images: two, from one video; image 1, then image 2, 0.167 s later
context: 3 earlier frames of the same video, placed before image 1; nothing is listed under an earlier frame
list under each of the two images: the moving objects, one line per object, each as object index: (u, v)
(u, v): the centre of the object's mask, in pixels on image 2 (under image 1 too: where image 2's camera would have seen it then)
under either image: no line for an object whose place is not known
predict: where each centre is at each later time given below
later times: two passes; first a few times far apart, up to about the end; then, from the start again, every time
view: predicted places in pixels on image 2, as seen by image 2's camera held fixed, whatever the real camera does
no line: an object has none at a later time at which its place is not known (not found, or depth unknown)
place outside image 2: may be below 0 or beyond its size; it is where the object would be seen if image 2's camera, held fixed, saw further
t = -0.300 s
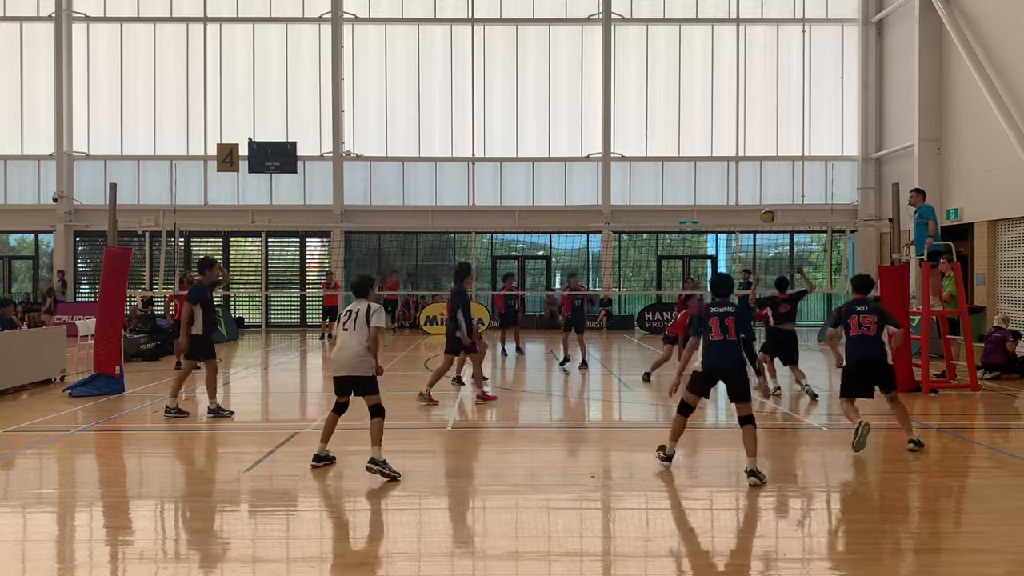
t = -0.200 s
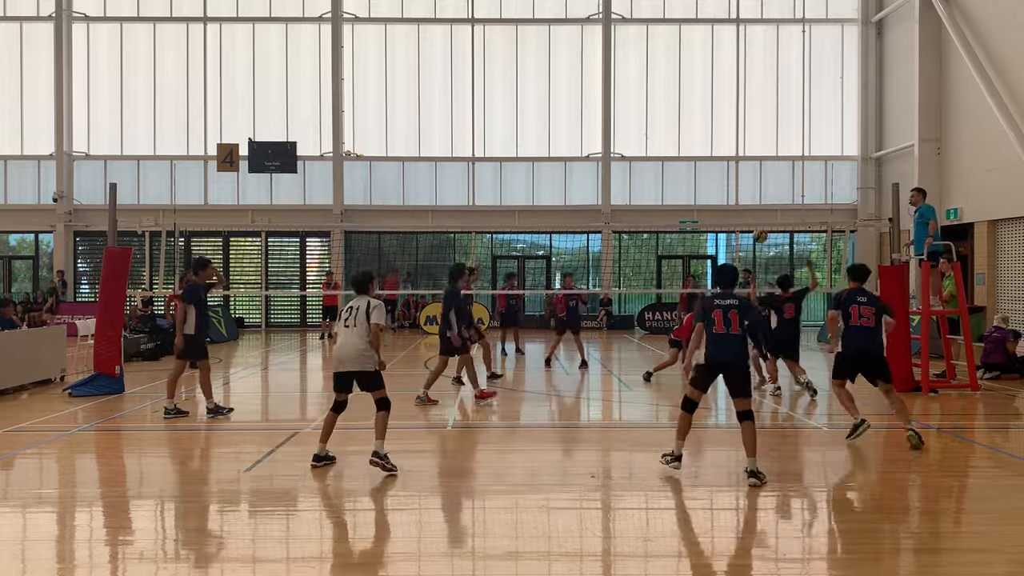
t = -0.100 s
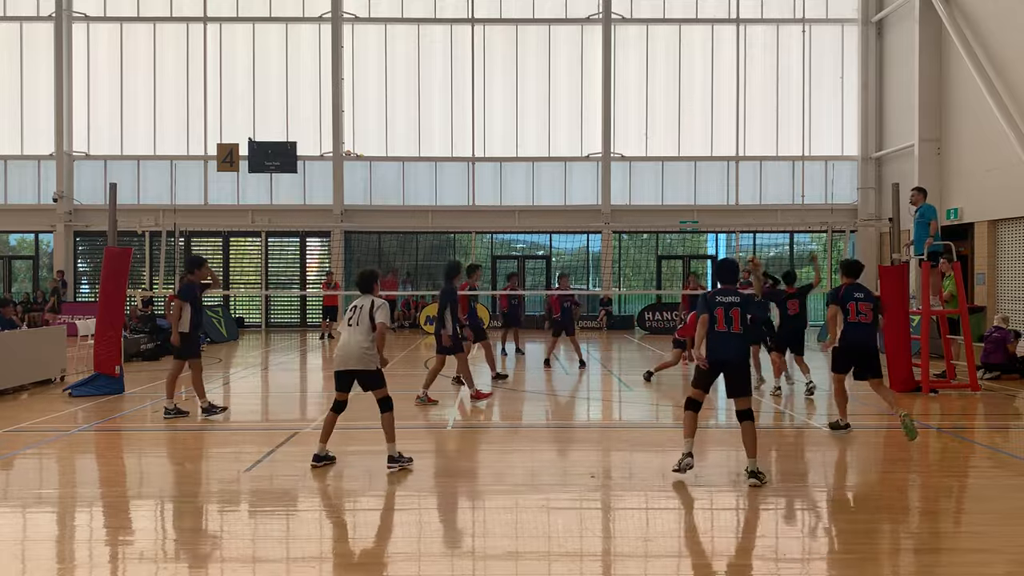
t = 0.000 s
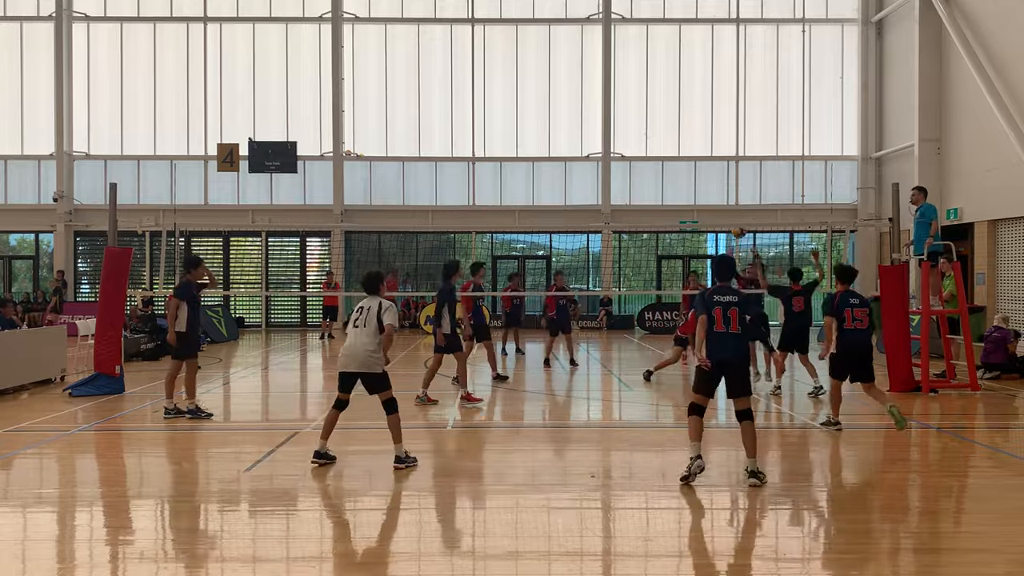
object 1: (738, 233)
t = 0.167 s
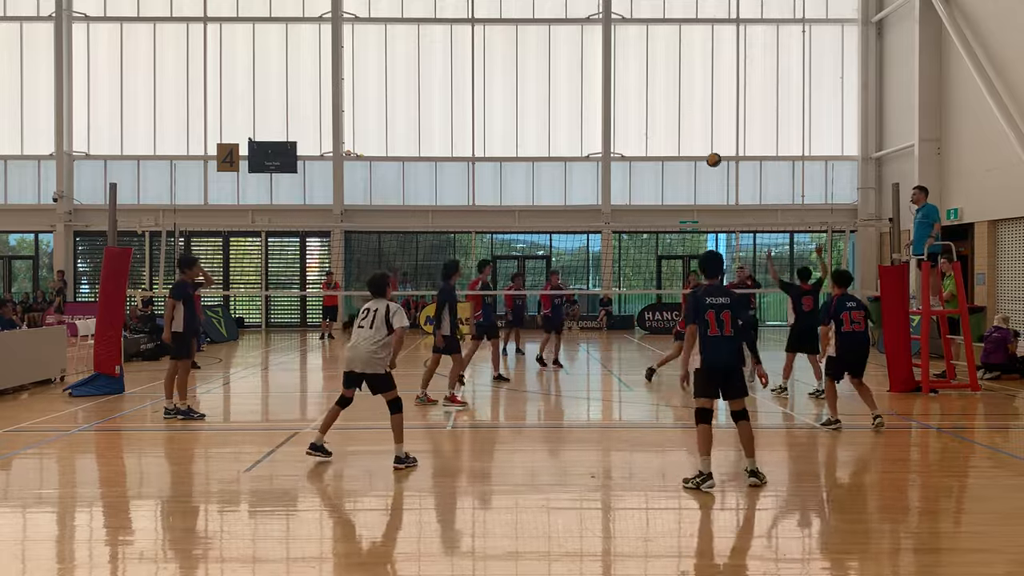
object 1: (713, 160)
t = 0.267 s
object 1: (697, 126)
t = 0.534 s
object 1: (654, 68)
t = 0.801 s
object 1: (608, 62)
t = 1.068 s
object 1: (560, 114)
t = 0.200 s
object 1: (708, 148)
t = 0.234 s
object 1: (703, 136)
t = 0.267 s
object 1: (697, 126)
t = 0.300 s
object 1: (692, 116)
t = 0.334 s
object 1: (686, 107)
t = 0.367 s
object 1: (681, 99)
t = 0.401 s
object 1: (676, 91)
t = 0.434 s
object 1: (670, 84)
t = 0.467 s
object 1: (665, 78)
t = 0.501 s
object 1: (659, 73)
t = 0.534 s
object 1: (654, 68)
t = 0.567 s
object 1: (648, 65)
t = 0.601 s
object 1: (642, 62)
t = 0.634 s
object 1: (637, 60)
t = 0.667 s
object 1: (631, 58)
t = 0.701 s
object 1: (626, 58)
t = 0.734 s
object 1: (620, 58)
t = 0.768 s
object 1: (615, 60)
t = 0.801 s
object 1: (608, 62)
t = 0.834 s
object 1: (602, 65)
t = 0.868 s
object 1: (596, 69)
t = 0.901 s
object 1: (590, 74)
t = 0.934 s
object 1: (584, 80)
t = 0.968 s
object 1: (578, 87)
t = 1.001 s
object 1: (572, 95)
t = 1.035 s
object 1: (566, 104)
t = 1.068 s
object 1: (560, 114)
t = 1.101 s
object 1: (554, 125)
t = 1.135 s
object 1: (547, 137)
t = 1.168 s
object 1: (541, 150)
